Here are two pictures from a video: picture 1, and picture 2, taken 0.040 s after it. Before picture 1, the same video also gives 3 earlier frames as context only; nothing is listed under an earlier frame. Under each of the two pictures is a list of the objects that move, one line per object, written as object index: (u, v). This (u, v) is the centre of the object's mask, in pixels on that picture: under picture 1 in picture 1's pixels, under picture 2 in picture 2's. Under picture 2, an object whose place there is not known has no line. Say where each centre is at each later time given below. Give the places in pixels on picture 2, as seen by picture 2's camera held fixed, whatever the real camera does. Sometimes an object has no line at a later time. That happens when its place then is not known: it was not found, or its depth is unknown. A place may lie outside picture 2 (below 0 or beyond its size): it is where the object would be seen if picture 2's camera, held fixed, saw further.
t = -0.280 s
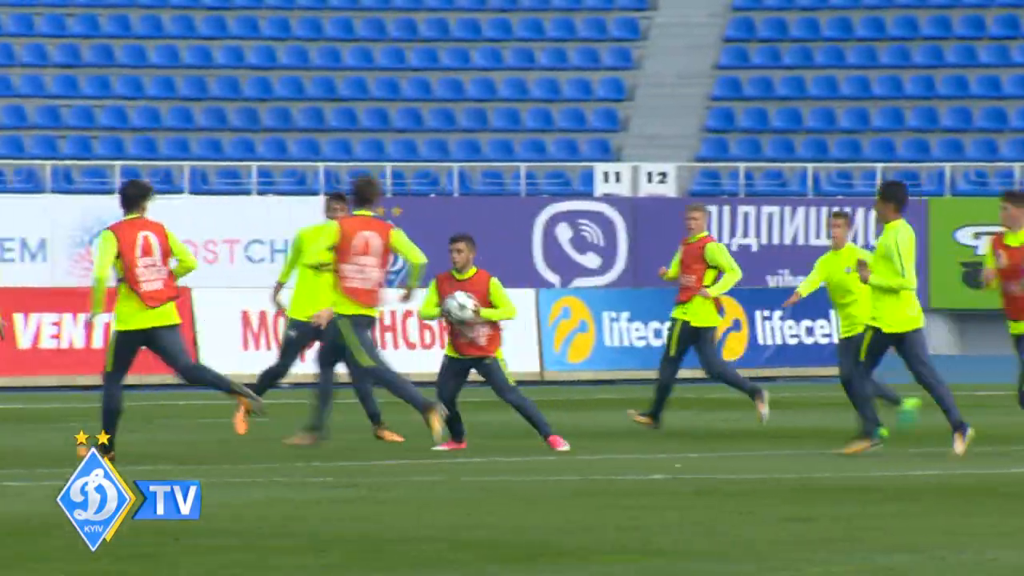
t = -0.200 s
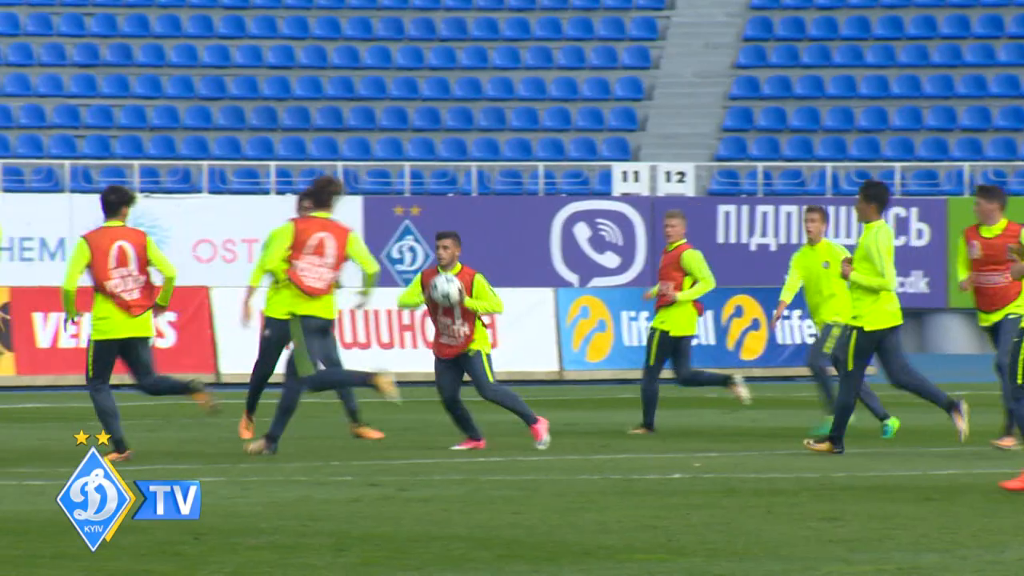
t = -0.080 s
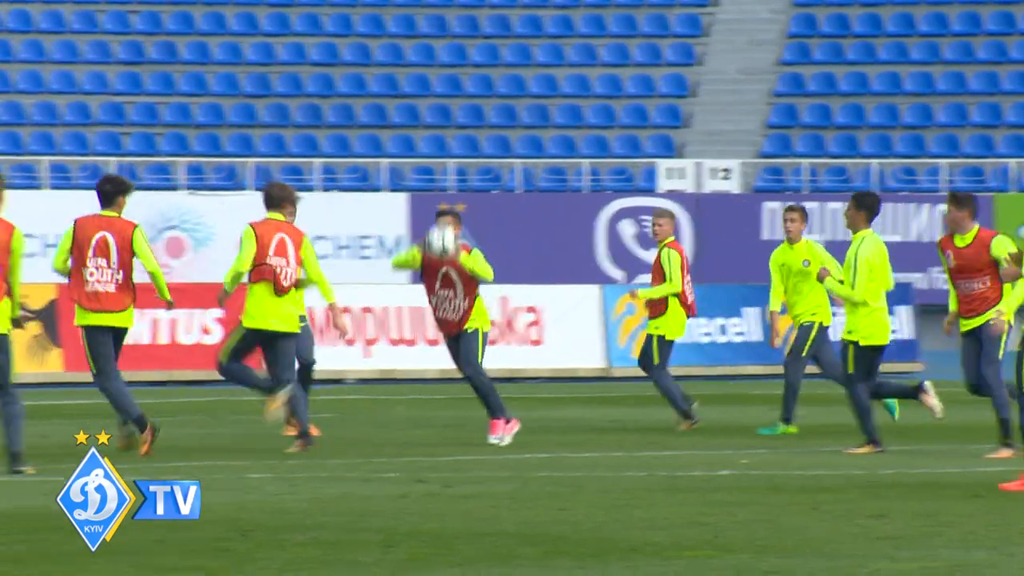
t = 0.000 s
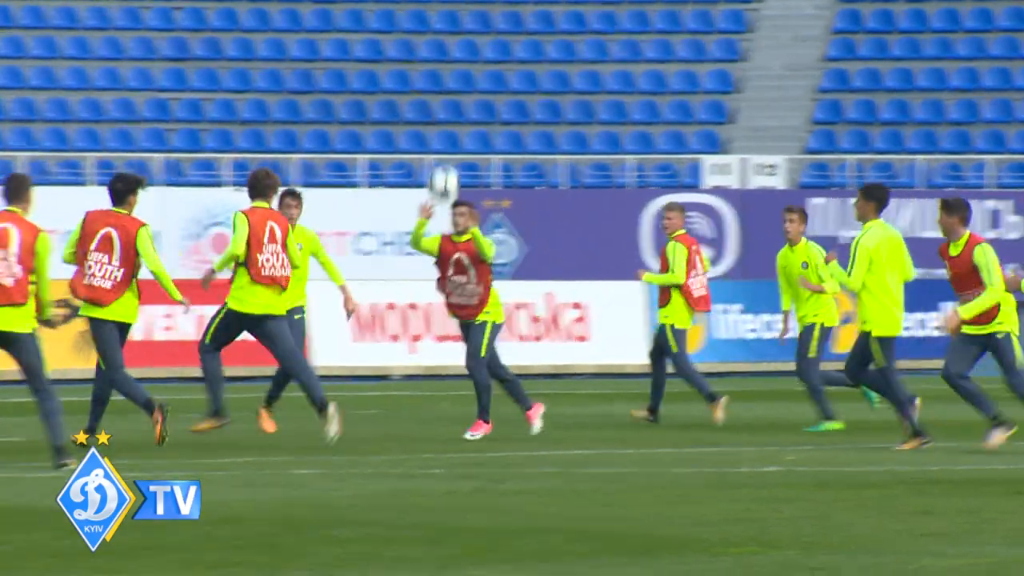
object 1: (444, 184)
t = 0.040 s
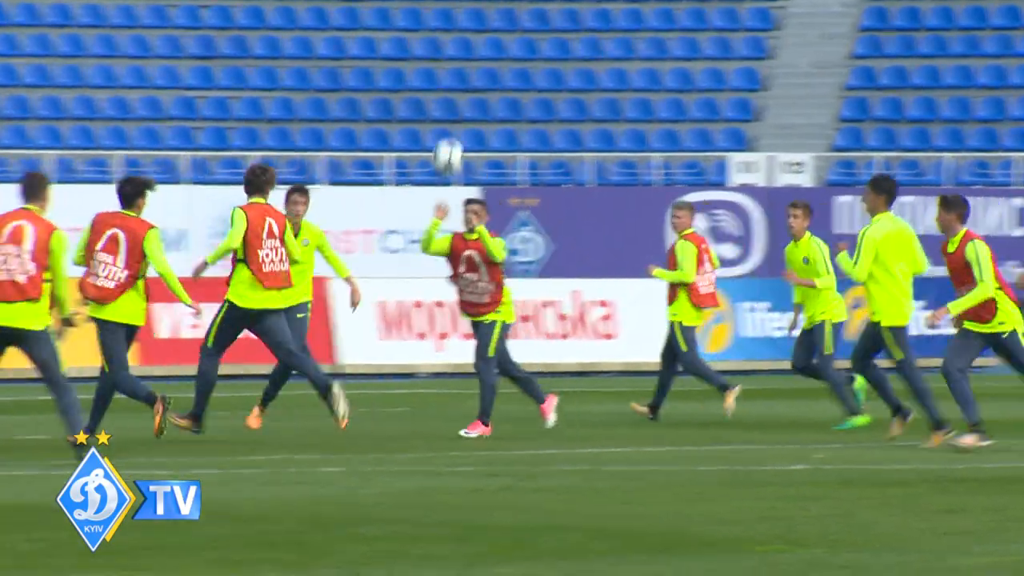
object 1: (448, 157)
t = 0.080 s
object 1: (426, 133)
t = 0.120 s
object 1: (403, 112)
